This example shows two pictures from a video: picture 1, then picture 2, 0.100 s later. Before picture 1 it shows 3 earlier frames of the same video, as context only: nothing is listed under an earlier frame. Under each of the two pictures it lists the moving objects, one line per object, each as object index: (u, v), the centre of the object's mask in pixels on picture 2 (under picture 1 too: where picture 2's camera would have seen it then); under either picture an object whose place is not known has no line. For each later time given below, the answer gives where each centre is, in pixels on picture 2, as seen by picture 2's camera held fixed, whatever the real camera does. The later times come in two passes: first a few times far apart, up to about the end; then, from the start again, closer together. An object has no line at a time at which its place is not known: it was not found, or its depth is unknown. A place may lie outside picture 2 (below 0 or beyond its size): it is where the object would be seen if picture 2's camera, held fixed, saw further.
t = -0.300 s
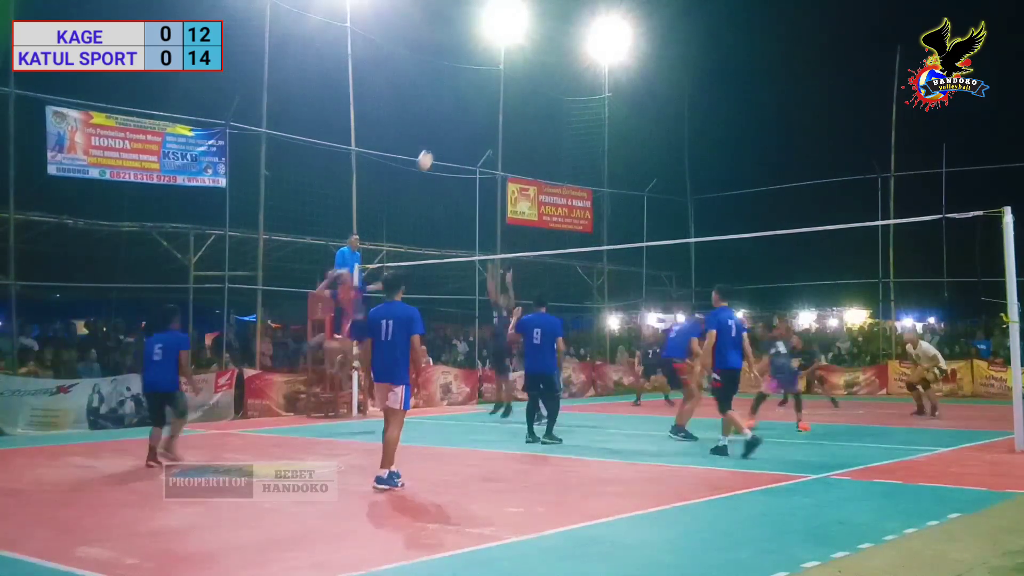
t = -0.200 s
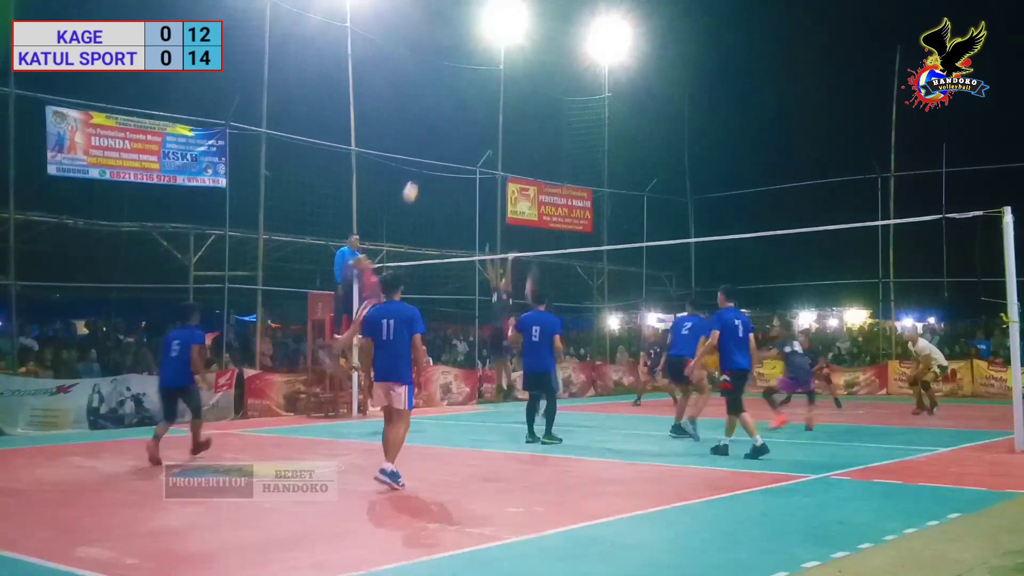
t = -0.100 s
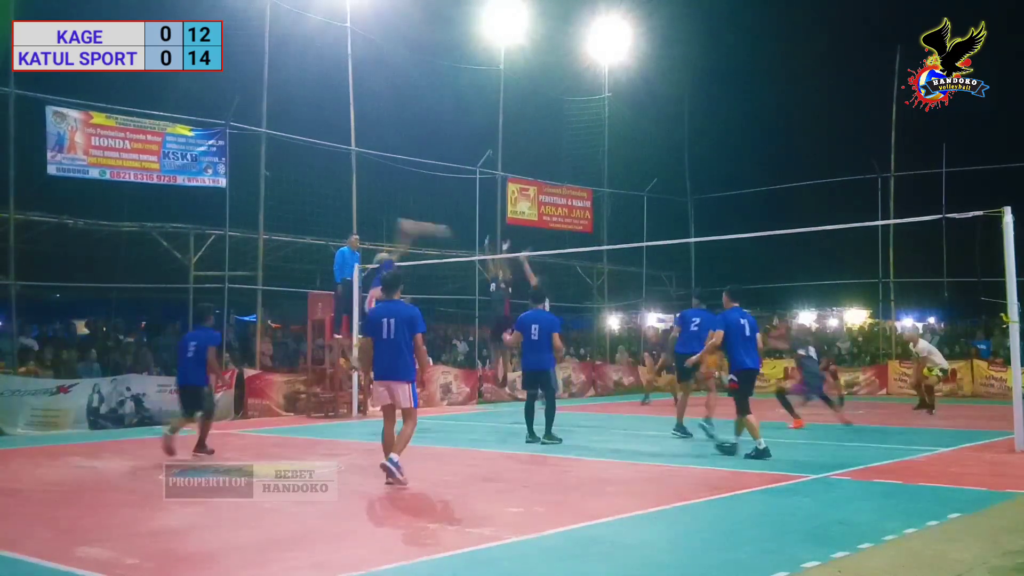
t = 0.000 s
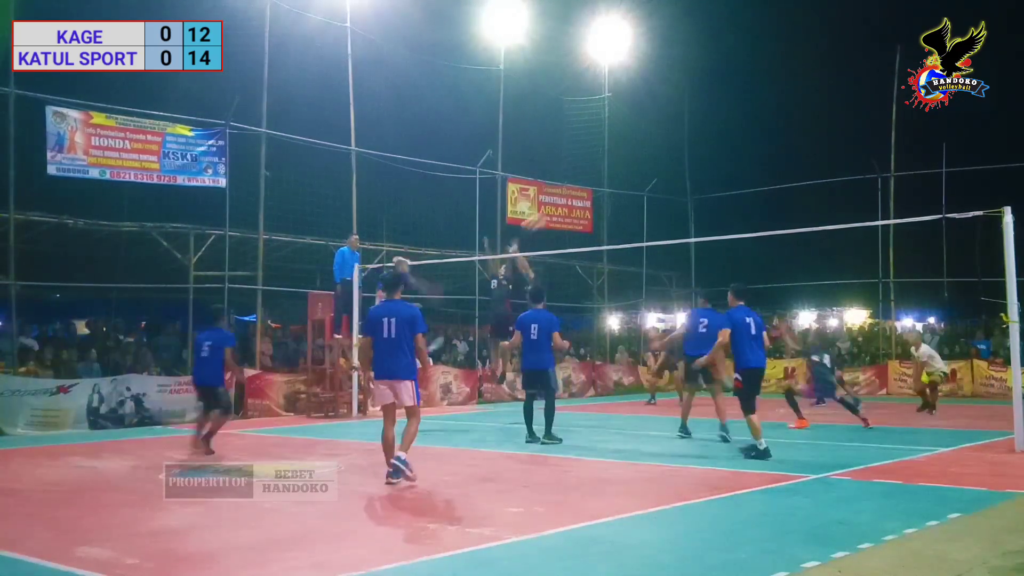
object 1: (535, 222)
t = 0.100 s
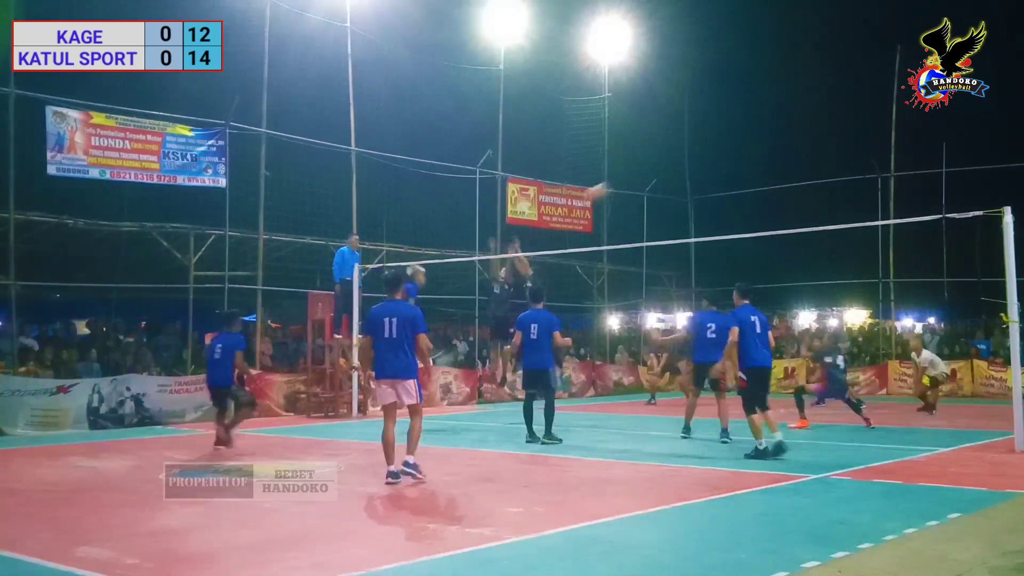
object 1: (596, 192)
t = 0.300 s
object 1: (713, 157)
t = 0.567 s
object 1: (847, 160)
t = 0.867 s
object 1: (979, 217)
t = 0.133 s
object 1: (618, 182)
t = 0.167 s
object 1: (638, 175)
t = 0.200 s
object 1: (657, 170)
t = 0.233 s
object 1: (677, 165)
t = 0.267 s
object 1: (694, 161)
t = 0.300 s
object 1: (713, 157)
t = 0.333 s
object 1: (731, 155)
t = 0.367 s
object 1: (748, 154)
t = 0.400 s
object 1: (765, 153)
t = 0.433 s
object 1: (782, 153)
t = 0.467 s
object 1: (799, 154)
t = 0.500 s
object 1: (816, 156)
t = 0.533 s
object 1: (831, 157)
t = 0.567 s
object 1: (847, 160)
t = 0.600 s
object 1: (864, 165)
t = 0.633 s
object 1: (878, 169)
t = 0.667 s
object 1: (891, 173)
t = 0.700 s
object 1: (908, 179)
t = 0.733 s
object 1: (922, 186)
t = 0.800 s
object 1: (950, 199)
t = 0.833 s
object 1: (963, 206)
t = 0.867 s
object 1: (979, 217)
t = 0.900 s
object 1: (990, 225)
